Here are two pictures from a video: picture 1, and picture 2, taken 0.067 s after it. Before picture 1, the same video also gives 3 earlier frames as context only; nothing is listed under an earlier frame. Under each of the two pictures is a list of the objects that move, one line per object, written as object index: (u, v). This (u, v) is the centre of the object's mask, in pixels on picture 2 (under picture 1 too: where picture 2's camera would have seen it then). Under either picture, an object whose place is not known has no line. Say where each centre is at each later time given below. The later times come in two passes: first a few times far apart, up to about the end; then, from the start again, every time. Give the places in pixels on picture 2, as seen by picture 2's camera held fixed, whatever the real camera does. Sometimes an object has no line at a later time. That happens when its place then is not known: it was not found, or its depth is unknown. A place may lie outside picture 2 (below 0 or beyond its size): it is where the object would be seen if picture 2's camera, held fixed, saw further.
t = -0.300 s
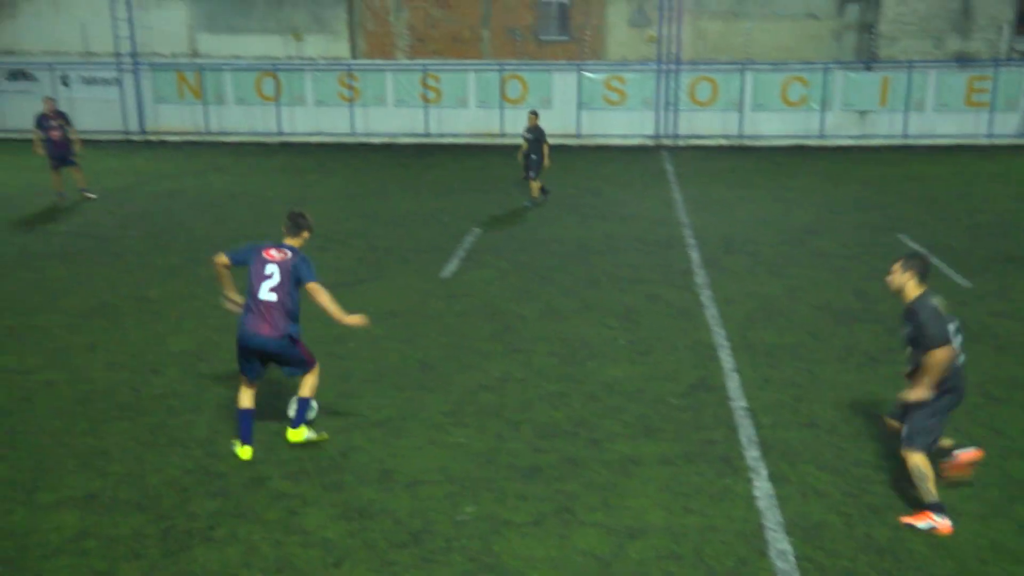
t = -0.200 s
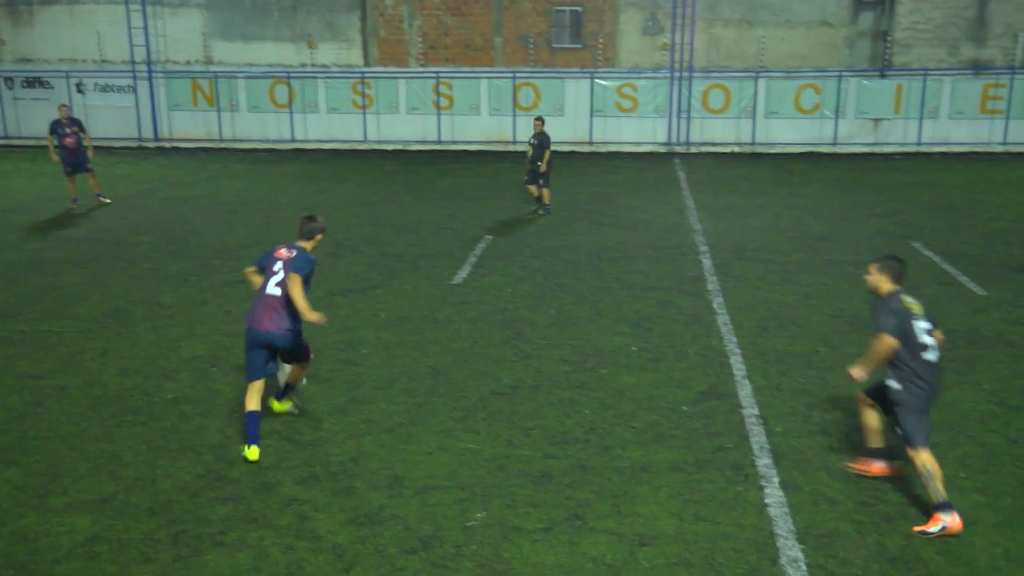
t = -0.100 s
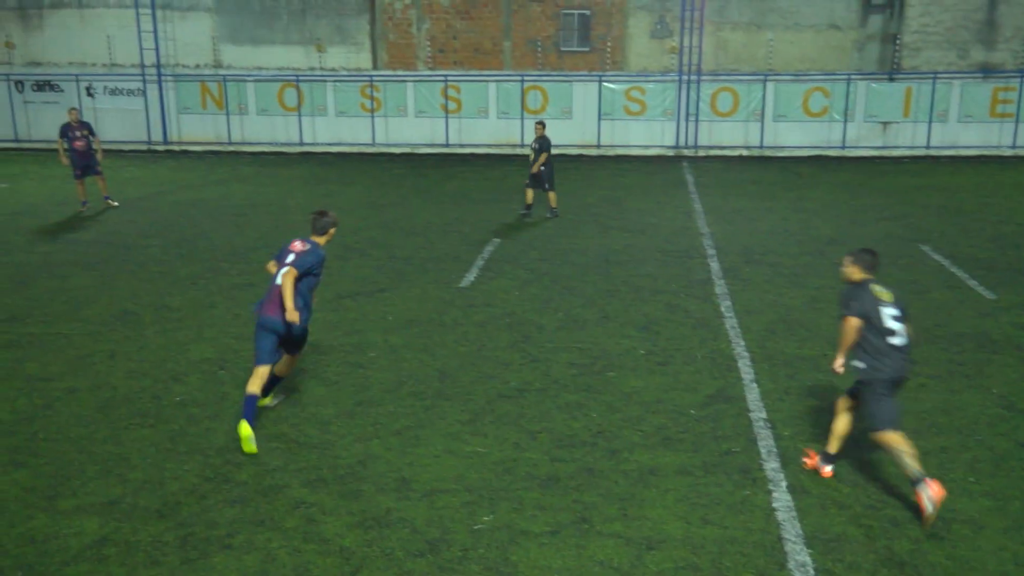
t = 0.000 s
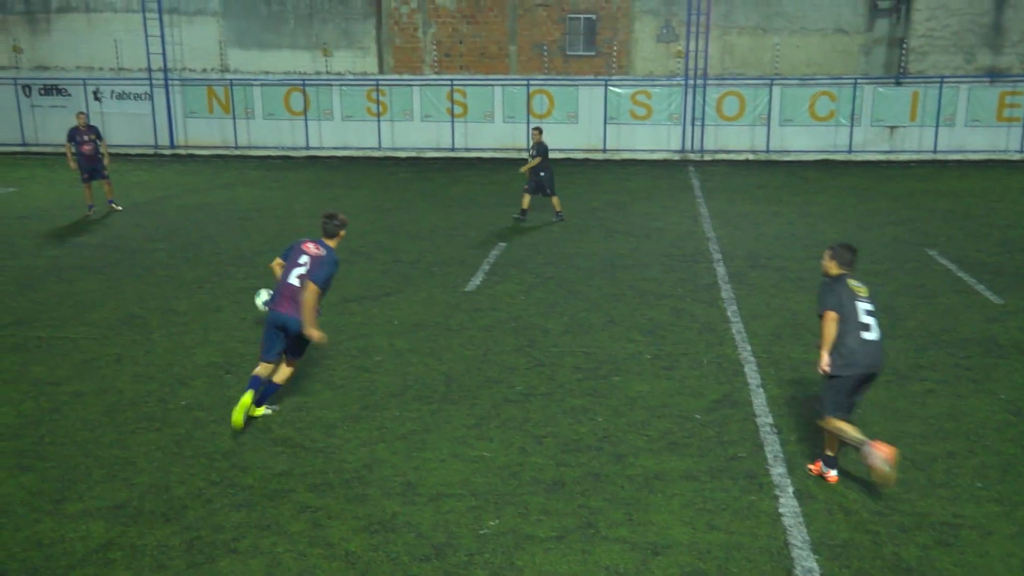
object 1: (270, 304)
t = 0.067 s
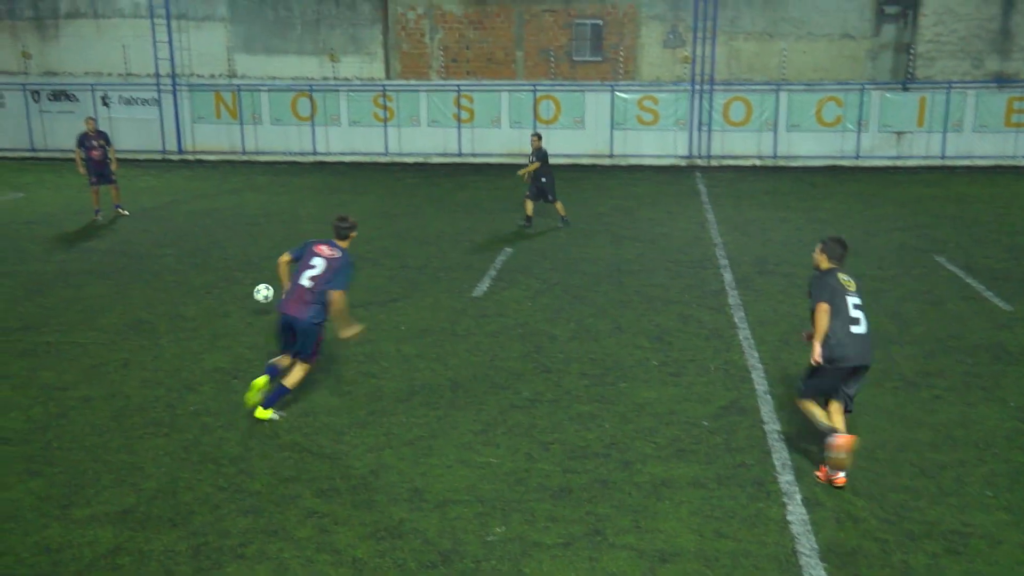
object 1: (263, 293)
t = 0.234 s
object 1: (248, 276)
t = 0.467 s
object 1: (232, 241)
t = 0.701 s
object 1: (223, 223)
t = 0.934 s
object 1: (216, 212)
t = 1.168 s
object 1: (212, 203)
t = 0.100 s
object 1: (260, 289)
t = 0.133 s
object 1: (256, 286)
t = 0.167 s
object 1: (254, 285)
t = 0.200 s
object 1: (250, 283)
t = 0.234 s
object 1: (248, 276)
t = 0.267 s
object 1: (245, 268)
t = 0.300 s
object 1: (242, 261)
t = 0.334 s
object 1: (240, 255)
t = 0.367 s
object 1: (238, 250)
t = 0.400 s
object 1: (236, 246)
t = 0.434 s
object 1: (234, 243)
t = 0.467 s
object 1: (232, 241)
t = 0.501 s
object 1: (230, 240)
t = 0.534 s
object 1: (229, 239)
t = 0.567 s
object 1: (228, 239)
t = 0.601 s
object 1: (227, 234)
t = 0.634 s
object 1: (226, 229)
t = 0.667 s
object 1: (224, 226)
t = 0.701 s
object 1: (223, 223)
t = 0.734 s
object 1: (222, 222)
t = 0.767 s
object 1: (221, 220)
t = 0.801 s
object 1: (220, 220)
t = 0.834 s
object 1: (219, 220)
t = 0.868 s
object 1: (218, 218)
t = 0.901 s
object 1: (217, 214)
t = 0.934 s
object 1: (216, 212)
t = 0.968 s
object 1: (216, 211)
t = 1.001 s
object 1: (215, 210)
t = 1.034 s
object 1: (214, 210)
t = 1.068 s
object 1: (213, 209)
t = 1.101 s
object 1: (213, 207)
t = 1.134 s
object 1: (212, 205)
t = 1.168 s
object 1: (212, 203)
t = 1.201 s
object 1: (211, 202)
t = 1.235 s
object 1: (211, 202)
